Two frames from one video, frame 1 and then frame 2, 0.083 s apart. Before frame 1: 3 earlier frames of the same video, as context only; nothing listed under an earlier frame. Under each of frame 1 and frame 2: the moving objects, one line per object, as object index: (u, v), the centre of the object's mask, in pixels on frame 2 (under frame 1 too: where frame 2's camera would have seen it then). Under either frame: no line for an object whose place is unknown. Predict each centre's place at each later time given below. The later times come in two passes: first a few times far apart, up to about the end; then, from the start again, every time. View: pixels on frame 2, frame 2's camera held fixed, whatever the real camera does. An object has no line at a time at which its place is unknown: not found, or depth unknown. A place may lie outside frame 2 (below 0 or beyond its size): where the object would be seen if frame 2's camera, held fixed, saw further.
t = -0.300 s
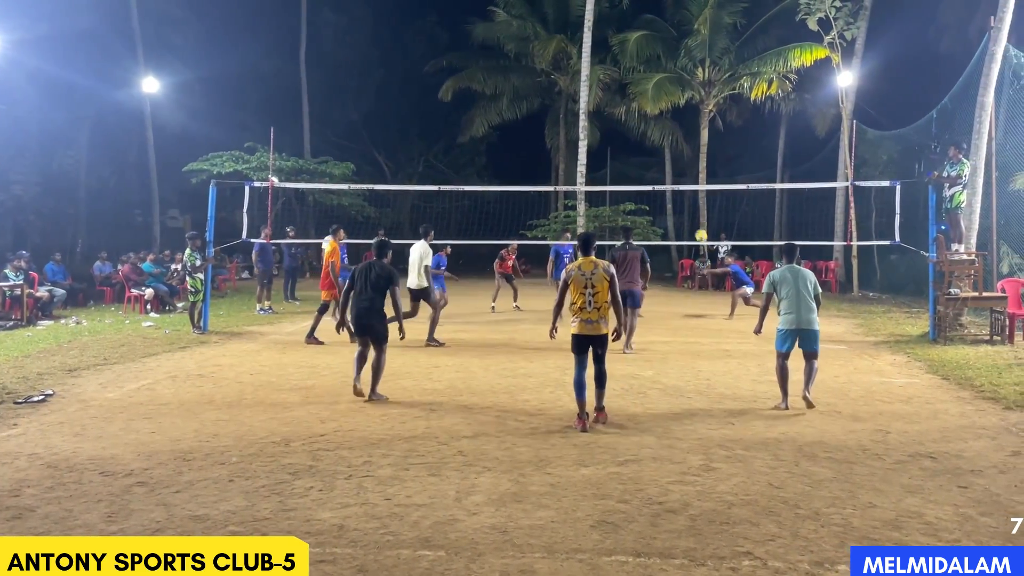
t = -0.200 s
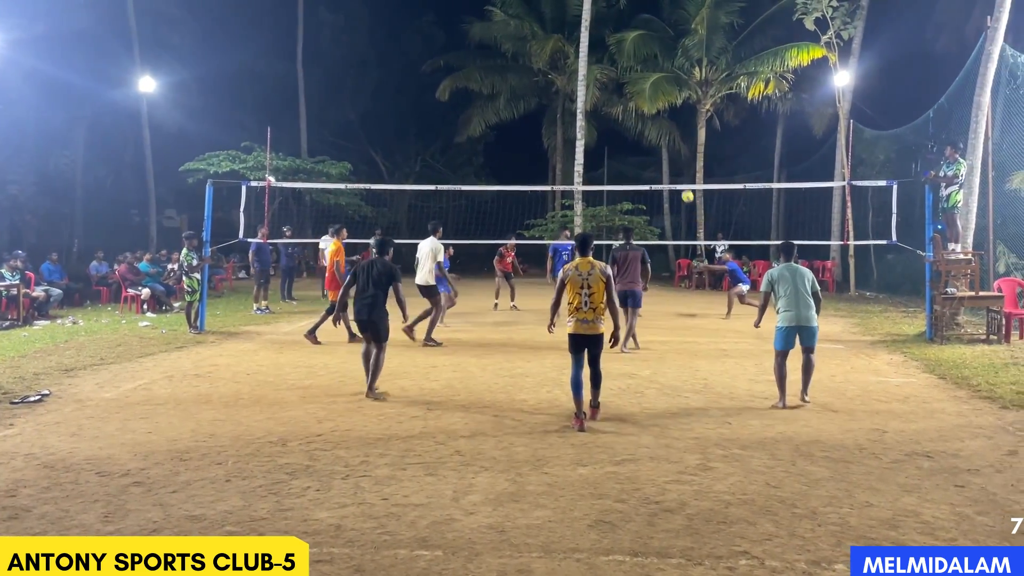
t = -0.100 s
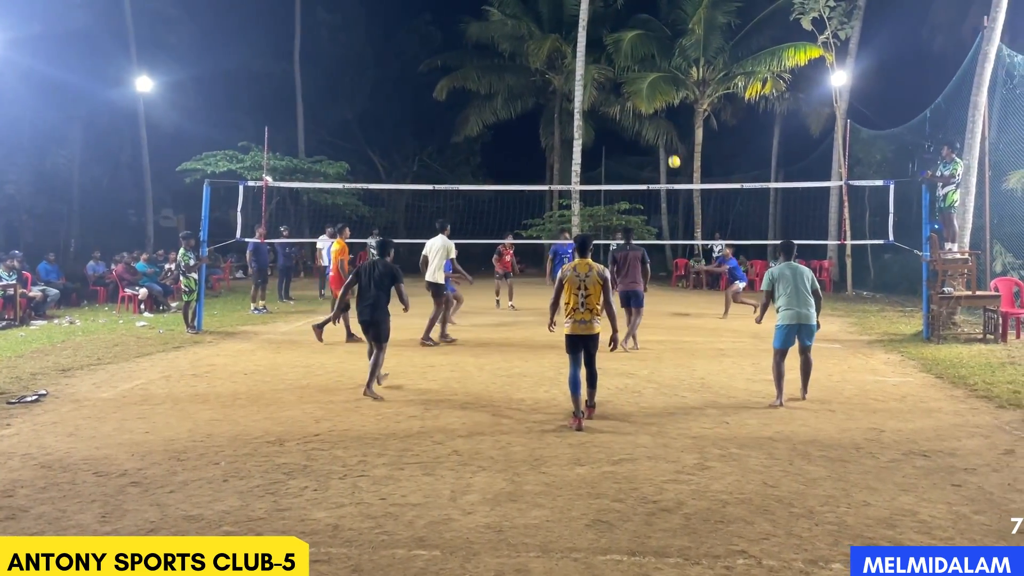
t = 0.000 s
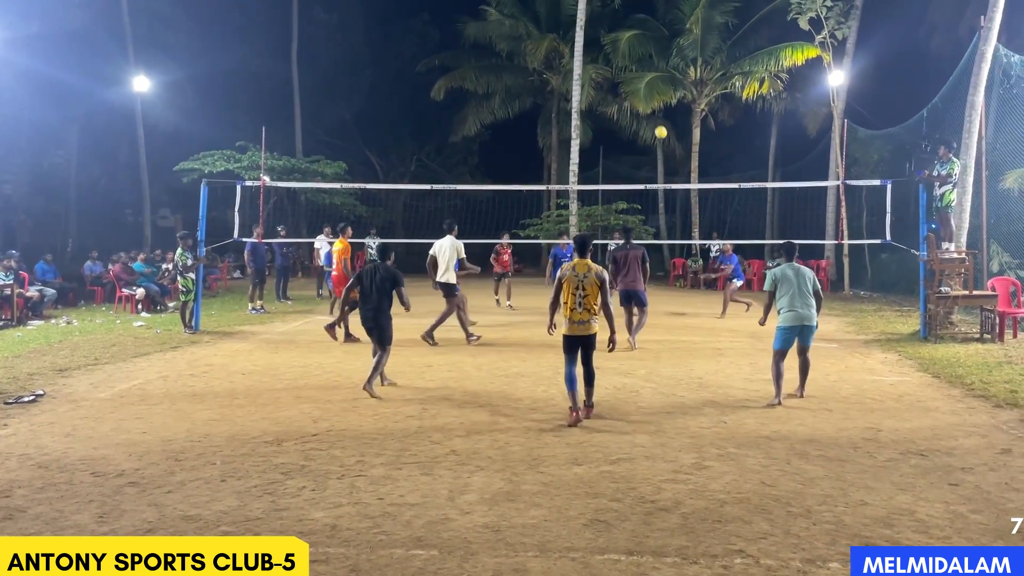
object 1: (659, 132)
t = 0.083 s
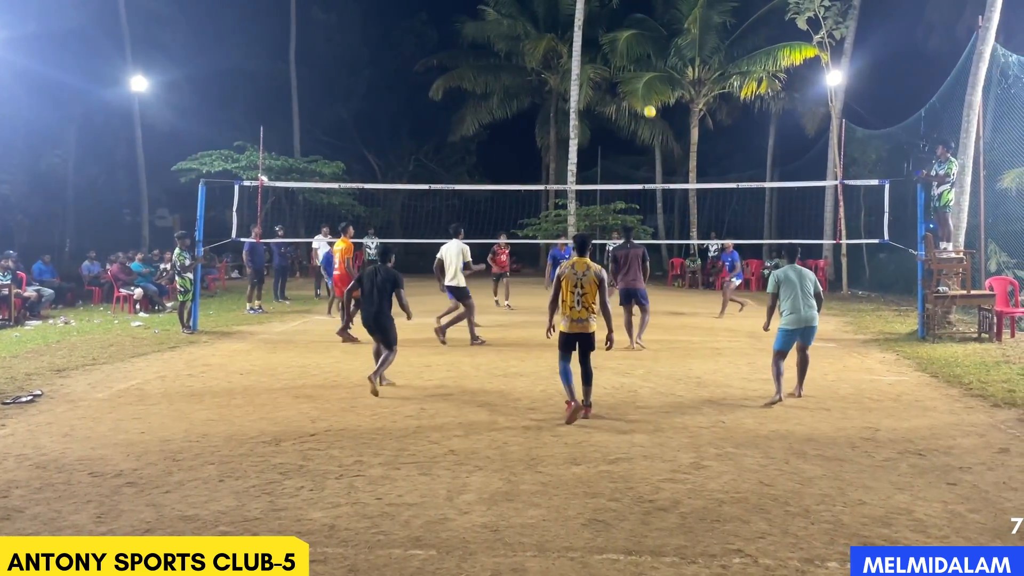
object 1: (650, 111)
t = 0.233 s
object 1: (633, 84)
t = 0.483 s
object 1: (604, 64)
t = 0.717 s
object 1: (577, 75)
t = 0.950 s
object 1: (548, 116)
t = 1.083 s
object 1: (533, 152)
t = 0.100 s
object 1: (648, 108)
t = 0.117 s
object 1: (646, 105)
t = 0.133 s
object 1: (644, 101)
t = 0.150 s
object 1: (642, 98)
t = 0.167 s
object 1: (640, 95)
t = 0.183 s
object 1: (638, 92)
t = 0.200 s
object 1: (636, 89)
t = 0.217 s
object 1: (635, 86)
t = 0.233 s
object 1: (633, 84)
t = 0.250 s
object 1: (630, 82)
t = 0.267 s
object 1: (629, 79)
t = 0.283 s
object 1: (627, 77)
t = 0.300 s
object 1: (625, 75)
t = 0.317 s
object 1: (623, 73)
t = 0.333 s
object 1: (621, 72)
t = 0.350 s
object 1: (619, 70)
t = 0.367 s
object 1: (617, 69)
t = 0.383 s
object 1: (615, 68)
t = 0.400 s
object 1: (614, 67)
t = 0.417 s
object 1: (611, 66)
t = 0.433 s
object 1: (609, 65)
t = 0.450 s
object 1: (608, 64)
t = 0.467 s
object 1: (606, 64)
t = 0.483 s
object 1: (604, 64)
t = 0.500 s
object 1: (602, 63)
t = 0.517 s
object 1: (600, 63)
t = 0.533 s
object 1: (598, 63)
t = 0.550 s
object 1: (596, 64)
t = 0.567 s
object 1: (594, 64)
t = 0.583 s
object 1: (592, 65)
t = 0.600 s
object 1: (590, 66)
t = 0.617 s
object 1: (588, 66)
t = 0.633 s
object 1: (586, 67)
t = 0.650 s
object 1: (585, 69)
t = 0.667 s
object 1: (583, 70)
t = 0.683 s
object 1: (581, 71)
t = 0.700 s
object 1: (578, 74)
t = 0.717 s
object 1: (577, 75)
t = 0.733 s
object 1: (574, 77)
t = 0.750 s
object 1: (573, 79)
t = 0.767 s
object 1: (570, 81)
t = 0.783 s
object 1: (568, 84)
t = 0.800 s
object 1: (566, 86)
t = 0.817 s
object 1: (564, 89)
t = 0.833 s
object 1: (563, 92)
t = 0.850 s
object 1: (560, 95)
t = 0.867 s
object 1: (558, 98)
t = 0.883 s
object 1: (556, 101)
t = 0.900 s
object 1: (554, 105)
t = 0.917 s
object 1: (552, 108)
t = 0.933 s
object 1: (550, 112)
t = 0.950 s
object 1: (548, 116)
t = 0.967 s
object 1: (546, 120)
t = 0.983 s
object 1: (544, 124)
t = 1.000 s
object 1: (542, 128)
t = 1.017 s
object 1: (540, 133)
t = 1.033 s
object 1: (539, 137)
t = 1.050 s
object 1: (537, 142)
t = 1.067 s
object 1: (535, 147)
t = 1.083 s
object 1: (533, 152)
